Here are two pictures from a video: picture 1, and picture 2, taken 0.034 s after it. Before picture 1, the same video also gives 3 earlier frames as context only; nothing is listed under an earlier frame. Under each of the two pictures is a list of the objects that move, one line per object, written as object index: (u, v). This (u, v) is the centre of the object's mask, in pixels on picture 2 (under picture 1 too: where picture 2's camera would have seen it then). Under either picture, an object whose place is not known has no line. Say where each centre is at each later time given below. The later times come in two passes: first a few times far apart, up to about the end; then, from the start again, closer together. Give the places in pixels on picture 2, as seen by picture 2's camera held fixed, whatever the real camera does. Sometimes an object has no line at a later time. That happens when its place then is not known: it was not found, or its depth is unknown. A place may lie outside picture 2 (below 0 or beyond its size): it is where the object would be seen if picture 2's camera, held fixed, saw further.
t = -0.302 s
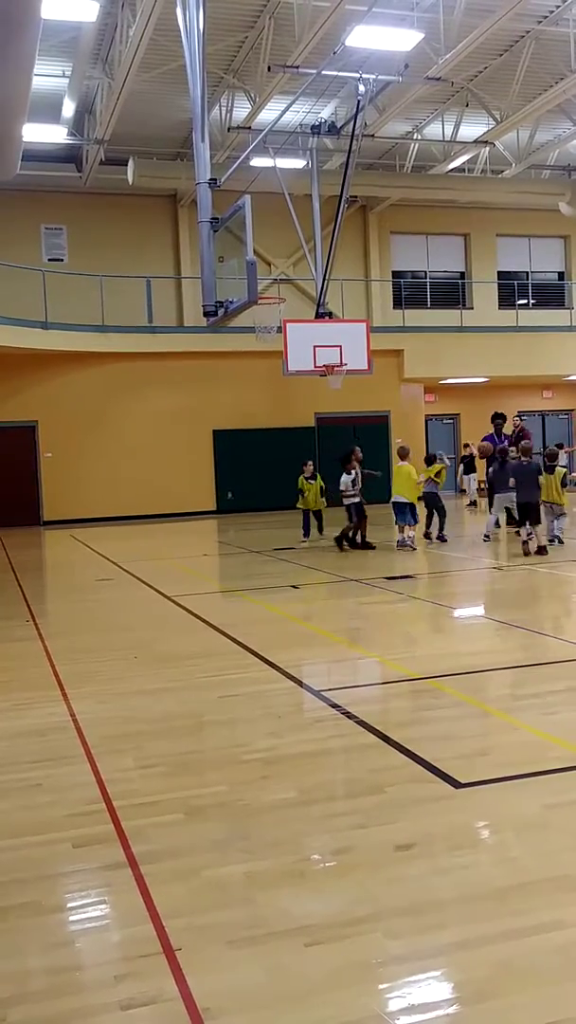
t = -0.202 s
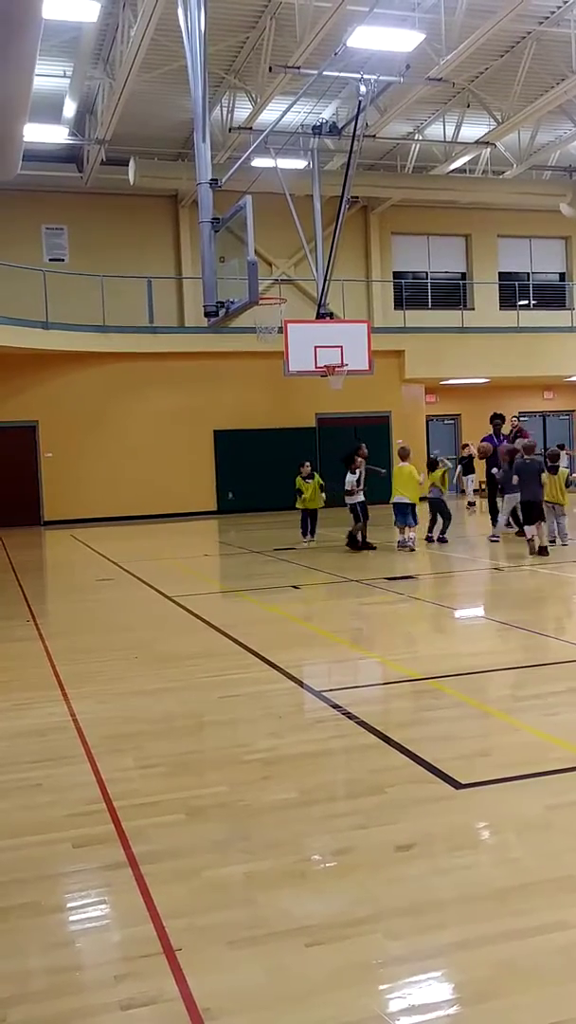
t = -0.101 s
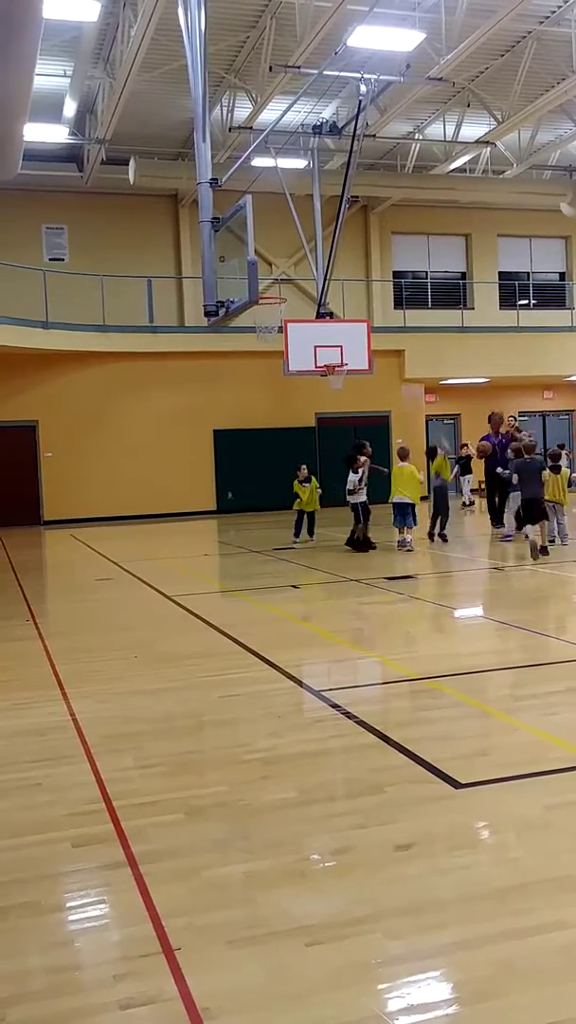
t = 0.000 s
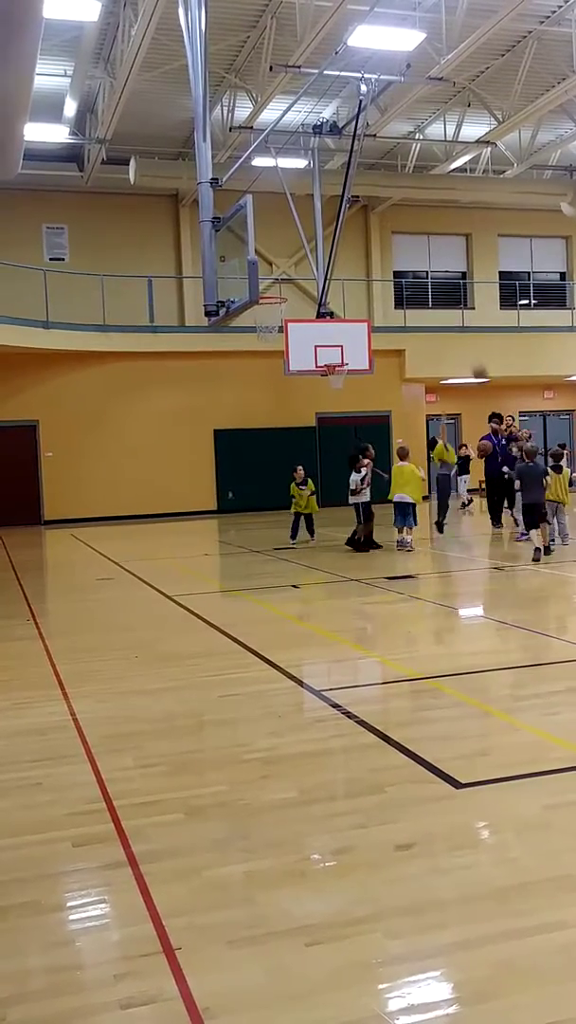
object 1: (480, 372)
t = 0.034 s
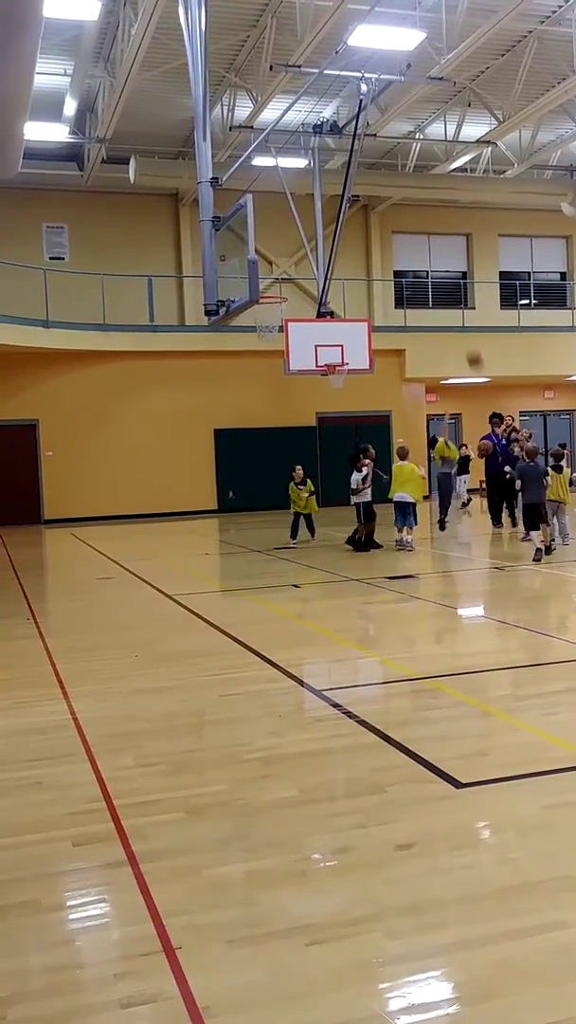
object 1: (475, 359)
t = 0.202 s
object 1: (445, 301)
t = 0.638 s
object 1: (360, 249)
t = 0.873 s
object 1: (311, 286)
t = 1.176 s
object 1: (247, 412)
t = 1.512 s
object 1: (185, 523)
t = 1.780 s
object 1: (155, 412)
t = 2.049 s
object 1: (129, 375)
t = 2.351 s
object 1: (98, 418)
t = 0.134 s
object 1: (456, 325)
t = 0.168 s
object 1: (450, 313)
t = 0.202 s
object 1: (445, 301)
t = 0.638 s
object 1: (360, 249)
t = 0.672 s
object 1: (353, 252)
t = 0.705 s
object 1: (346, 255)
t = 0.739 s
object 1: (339, 260)
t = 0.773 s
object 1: (333, 264)
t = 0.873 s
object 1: (311, 286)
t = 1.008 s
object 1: (282, 330)
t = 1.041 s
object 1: (276, 344)
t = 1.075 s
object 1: (269, 359)
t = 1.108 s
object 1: (262, 376)
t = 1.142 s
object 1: (254, 393)
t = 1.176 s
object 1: (247, 412)
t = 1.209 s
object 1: (241, 429)
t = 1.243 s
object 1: (233, 449)
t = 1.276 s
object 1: (227, 472)
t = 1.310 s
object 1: (219, 495)
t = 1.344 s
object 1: (211, 526)
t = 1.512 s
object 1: (185, 523)
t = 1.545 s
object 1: (182, 503)
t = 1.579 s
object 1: (178, 488)
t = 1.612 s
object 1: (175, 472)
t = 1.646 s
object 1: (170, 458)
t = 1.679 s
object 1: (167, 445)
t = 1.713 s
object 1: (164, 432)
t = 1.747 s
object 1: (159, 421)
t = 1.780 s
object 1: (155, 412)
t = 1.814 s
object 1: (151, 404)
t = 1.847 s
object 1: (148, 396)
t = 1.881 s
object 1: (144, 389)
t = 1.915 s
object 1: (142, 384)
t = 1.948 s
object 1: (139, 380)
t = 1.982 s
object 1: (135, 377)
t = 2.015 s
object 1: (131, 375)
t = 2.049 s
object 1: (129, 375)
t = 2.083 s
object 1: (125, 375)
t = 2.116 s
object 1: (122, 376)
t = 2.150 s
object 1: (118, 379)
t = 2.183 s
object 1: (114, 382)
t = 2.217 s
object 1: (112, 386)
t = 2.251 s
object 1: (108, 393)
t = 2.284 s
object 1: (104, 400)
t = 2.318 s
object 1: (102, 409)
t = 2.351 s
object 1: (98, 418)
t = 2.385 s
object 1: (95, 430)
